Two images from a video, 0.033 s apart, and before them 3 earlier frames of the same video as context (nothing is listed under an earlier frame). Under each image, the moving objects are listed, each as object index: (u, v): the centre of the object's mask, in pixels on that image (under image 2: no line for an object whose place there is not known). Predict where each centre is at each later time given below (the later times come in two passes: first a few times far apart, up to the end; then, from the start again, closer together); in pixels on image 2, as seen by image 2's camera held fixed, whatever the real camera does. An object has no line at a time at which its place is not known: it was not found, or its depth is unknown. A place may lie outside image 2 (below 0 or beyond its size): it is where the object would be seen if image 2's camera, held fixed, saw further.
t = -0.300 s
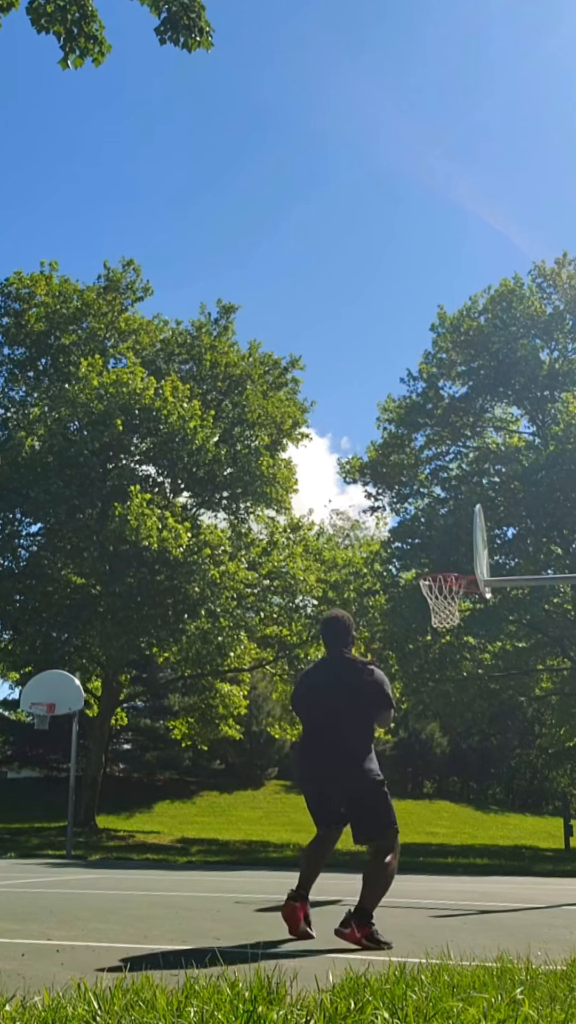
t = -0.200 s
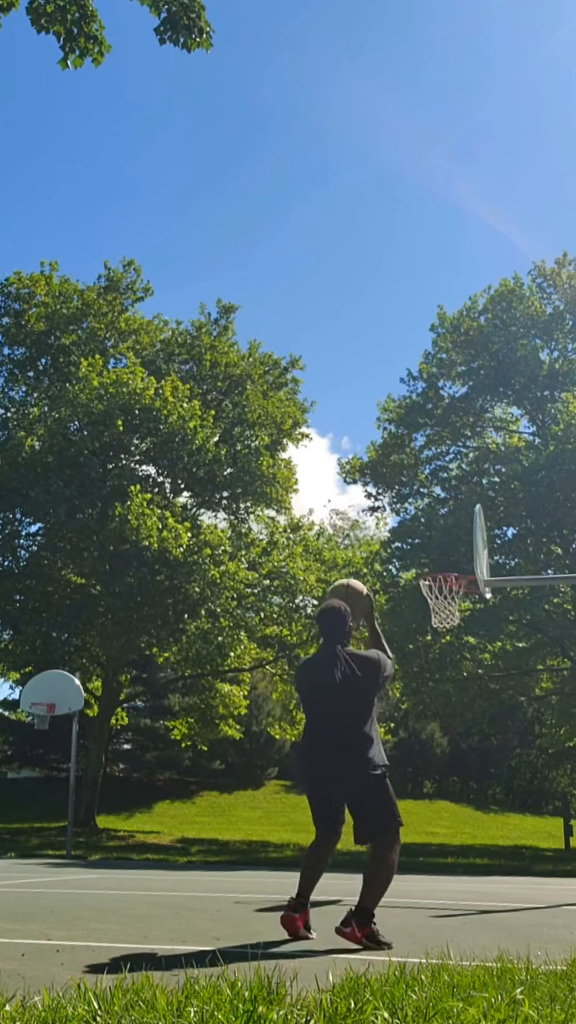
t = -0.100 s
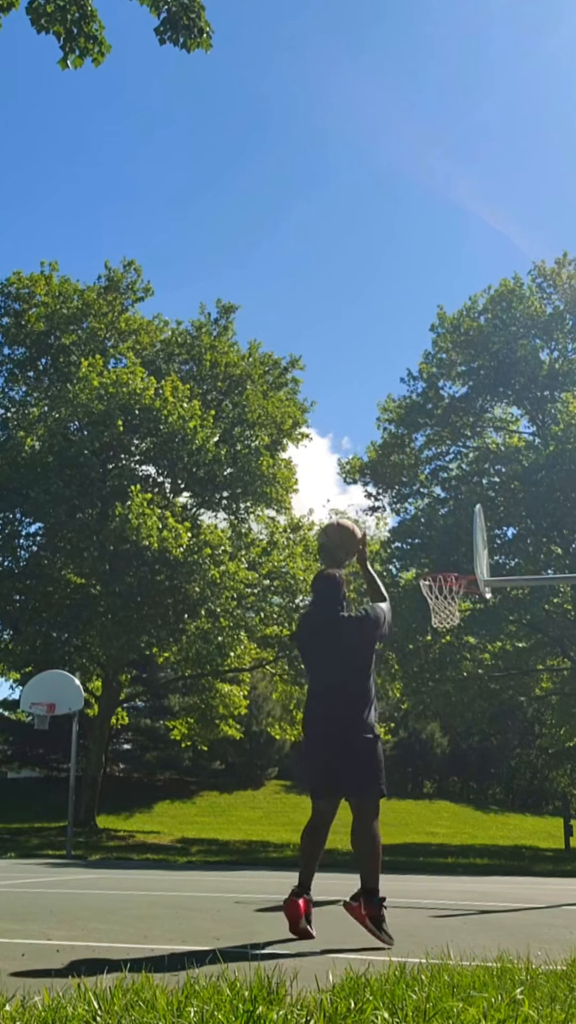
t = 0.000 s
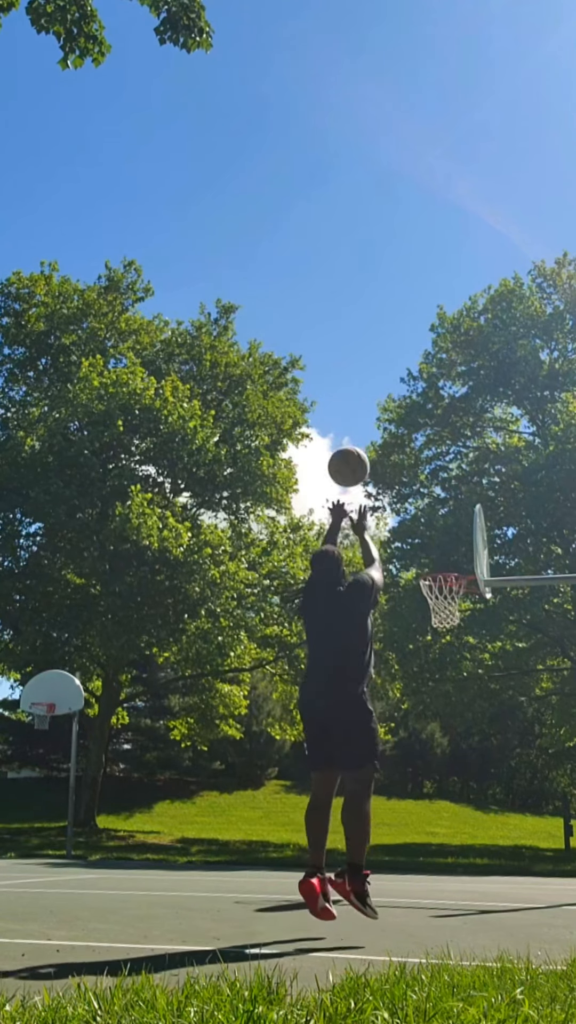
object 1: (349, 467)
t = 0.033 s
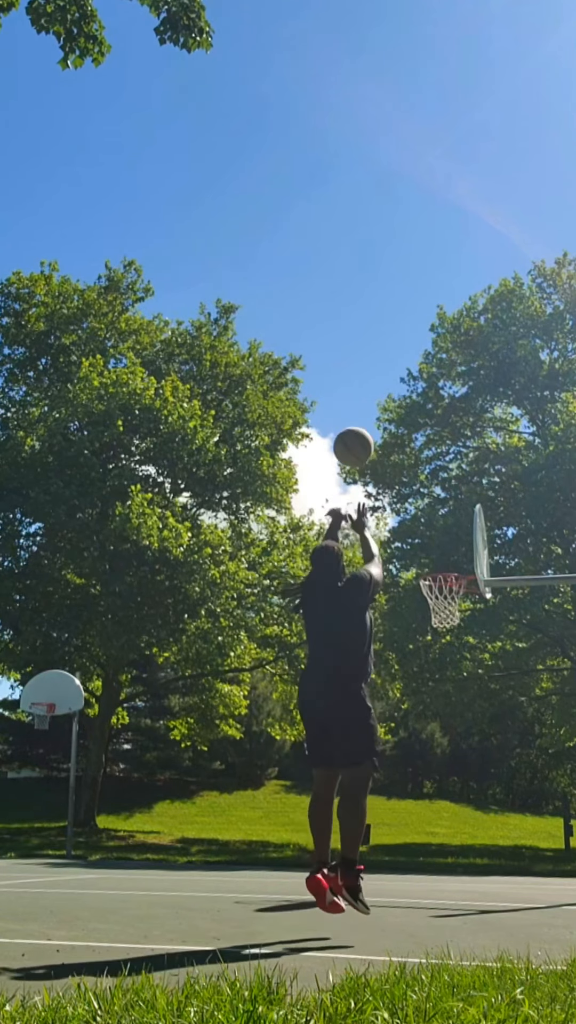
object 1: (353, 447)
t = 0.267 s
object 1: (381, 374)
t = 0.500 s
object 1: (402, 381)
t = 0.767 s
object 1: (422, 450)
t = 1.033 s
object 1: (442, 566)
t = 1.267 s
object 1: (439, 527)
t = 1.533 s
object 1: (436, 503)
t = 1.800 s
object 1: (433, 548)
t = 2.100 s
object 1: (436, 687)
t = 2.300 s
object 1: (439, 838)
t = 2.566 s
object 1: (443, 768)
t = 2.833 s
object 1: (449, 700)
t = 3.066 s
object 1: (457, 706)
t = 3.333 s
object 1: (470, 789)
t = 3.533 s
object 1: (481, 871)
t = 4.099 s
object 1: (503, 802)
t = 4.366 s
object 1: (519, 878)
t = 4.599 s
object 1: (530, 829)
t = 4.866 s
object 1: (547, 859)
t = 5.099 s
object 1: (561, 862)
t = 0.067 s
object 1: (358, 430)
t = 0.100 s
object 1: (362, 415)
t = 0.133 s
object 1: (366, 404)
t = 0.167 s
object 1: (370, 394)
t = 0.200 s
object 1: (374, 386)
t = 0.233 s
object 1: (377, 379)
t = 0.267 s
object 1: (381, 374)
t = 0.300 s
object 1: (384, 371)
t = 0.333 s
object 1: (387, 369)
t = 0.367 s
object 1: (390, 369)
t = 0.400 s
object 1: (393, 370)
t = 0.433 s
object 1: (396, 373)
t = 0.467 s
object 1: (399, 376)
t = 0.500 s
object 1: (402, 381)
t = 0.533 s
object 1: (405, 386)
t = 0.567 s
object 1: (408, 393)
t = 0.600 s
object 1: (410, 400)
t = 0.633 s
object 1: (413, 408)
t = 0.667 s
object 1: (414, 418)
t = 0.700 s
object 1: (417, 428)
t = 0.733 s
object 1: (420, 438)
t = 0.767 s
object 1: (422, 450)
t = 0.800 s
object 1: (425, 462)
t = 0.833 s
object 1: (428, 476)
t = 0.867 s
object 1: (430, 490)
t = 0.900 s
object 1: (432, 505)
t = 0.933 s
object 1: (434, 521)
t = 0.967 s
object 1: (437, 537)
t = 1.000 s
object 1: (439, 553)
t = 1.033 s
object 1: (442, 566)
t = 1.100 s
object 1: (441, 571)
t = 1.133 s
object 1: (442, 563)
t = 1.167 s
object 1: (441, 553)
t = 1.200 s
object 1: (440, 544)
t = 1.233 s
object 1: (439, 534)
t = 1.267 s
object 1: (439, 527)
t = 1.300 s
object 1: (438, 521)
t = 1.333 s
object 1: (438, 515)
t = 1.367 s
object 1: (437, 510)
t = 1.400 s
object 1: (437, 507)
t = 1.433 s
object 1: (436, 504)
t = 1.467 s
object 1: (436, 504)
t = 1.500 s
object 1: (436, 503)
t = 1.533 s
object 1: (436, 503)
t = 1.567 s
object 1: (435, 506)
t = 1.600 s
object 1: (435, 509)
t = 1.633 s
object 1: (434, 512)
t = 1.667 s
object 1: (434, 517)
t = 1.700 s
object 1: (434, 523)
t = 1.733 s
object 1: (434, 531)
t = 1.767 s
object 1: (434, 539)
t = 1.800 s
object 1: (433, 548)
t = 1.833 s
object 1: (434, 559)
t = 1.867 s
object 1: (434, 570)
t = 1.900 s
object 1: (433, 583)
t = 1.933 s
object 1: (434, 597)
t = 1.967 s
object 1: (434, 613)
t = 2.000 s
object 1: (434, 629)
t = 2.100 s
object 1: (436, 687)
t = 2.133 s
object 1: (436, 708)
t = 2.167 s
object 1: (436, 731)
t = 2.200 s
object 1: (437, 756)
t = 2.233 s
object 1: (437, 782)
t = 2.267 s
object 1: (439, 808)
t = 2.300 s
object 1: (439, 838)
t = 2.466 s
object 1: (441, 814)
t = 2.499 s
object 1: (442, 797)
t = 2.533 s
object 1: (442, 782)
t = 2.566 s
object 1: (443, 768)
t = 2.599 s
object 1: (443, 755)
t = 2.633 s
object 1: (444, 744)
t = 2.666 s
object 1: (445, 734)
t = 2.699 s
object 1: (446, 724)
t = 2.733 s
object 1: (446, 716)
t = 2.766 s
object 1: (447, 710)
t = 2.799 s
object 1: (448, 705)
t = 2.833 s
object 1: (449, 700)
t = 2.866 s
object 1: (450, 697)
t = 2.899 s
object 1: (451, 696)
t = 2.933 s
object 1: (452, 695)
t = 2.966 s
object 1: (453, 696)
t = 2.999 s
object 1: (454, 698)
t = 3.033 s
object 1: (455, 701)
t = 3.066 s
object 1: (457, 706)
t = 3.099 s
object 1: (458, 711)
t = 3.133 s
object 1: (460, 718)
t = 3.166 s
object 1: (461, 727)
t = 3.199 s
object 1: (463, 736)
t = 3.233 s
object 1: (464, 747)
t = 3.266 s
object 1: (466, 760)
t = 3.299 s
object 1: (468, 773)
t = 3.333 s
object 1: (470, 789)
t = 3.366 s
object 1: (471, 805)
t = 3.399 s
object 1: (474, 823)
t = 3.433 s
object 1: (476, 844)
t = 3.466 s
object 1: (478, 864)
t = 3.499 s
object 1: (480, 886)
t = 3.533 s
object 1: (481, 871)
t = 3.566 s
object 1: (482, 857)
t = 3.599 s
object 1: (483, 843)
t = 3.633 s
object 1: (484, 831)
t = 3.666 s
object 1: (485, 819)
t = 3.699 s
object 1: (486, 810)
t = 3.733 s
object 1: (487, 802)
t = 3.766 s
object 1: (488, 796)
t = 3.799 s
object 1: (489, 790)
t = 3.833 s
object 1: (490, 786)
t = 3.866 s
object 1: (492, 783)
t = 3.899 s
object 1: (493, 782)
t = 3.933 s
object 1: (495, 782)
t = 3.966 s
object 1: (496, 784)
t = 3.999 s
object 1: (498, 786)
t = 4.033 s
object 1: (500, 790)
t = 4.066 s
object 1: (501, 796)
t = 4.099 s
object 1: (503, 802)
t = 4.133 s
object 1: (505, 810)
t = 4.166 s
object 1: (507, 820)
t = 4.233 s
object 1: (511, 844)
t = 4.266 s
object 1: (513, 858)
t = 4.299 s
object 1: (515, 873)
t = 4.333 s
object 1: (518, 889)
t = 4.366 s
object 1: (519, 878)
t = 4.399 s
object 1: (520, 866)
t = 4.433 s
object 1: (522, 857)
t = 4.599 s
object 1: (530, 829)
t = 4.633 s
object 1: (531, 827)
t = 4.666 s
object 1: (533, 827)
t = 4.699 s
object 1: (535, 829)
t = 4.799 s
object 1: (542, 843)
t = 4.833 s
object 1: (544, 851)
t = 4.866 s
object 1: (547, 859)
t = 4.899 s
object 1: (550, 869)
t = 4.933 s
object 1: (553, 881)
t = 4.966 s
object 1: (555, 892)
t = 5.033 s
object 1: (559, 874)
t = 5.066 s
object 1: (560, 867)
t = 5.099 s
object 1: (561, 862)
